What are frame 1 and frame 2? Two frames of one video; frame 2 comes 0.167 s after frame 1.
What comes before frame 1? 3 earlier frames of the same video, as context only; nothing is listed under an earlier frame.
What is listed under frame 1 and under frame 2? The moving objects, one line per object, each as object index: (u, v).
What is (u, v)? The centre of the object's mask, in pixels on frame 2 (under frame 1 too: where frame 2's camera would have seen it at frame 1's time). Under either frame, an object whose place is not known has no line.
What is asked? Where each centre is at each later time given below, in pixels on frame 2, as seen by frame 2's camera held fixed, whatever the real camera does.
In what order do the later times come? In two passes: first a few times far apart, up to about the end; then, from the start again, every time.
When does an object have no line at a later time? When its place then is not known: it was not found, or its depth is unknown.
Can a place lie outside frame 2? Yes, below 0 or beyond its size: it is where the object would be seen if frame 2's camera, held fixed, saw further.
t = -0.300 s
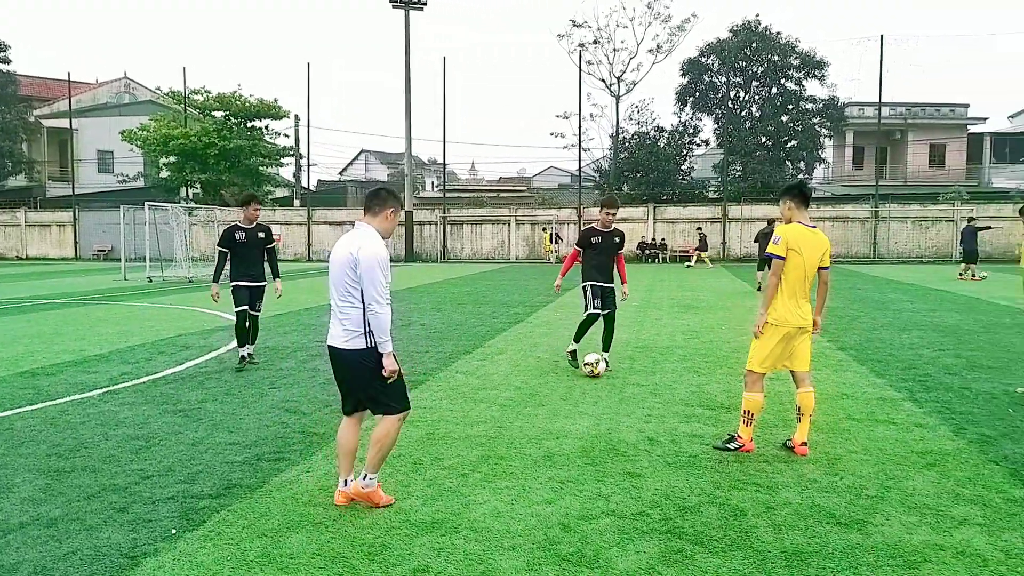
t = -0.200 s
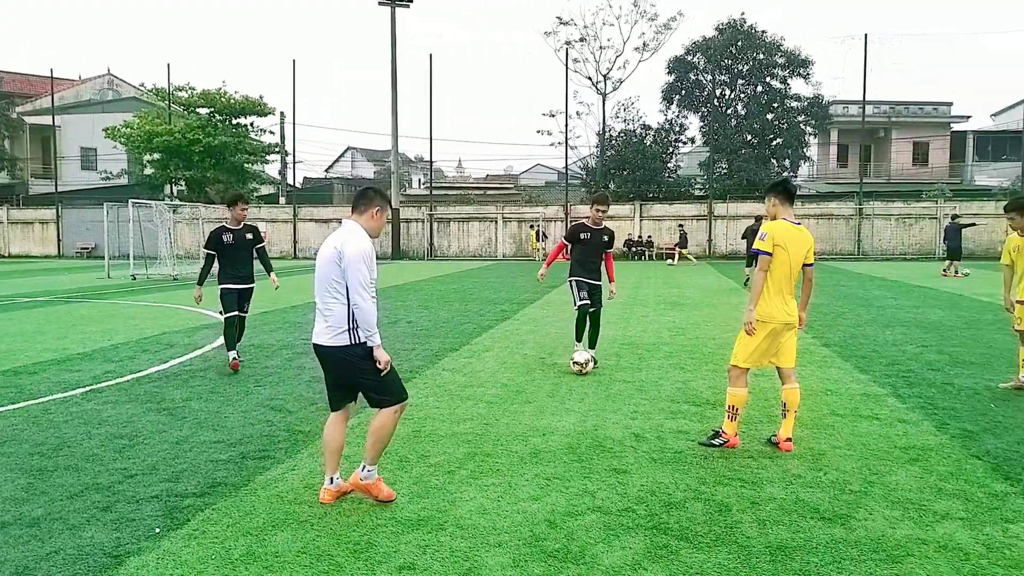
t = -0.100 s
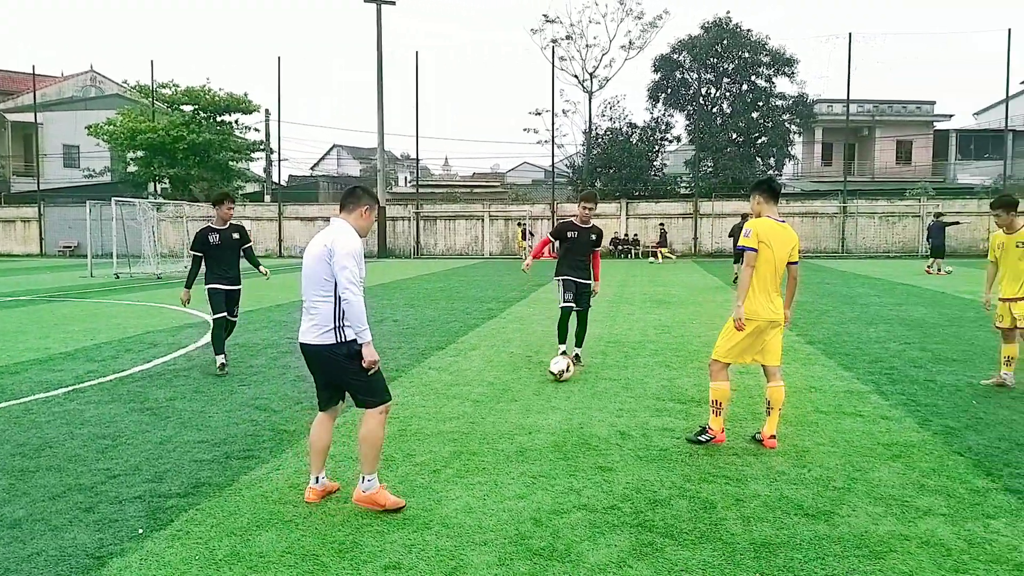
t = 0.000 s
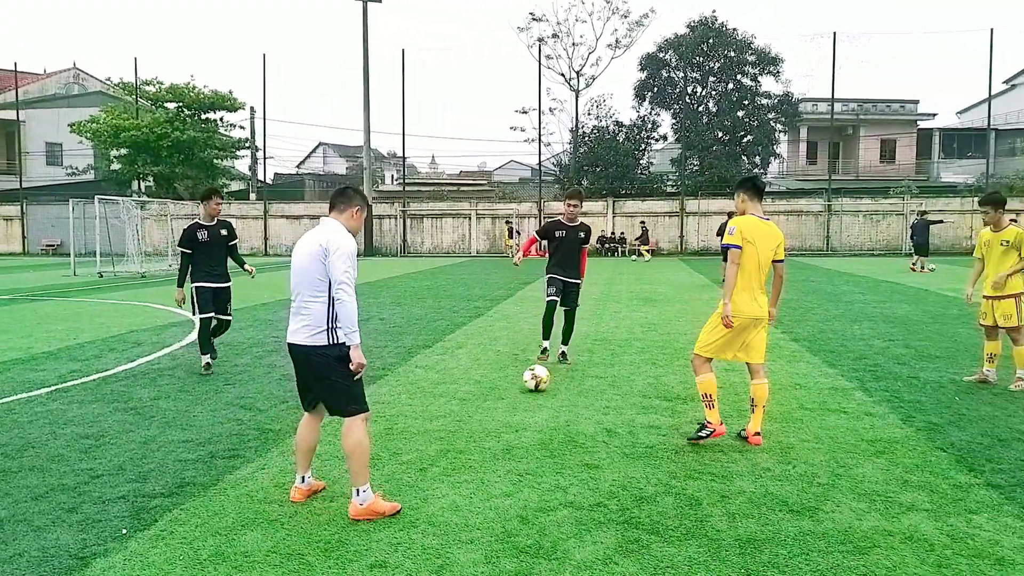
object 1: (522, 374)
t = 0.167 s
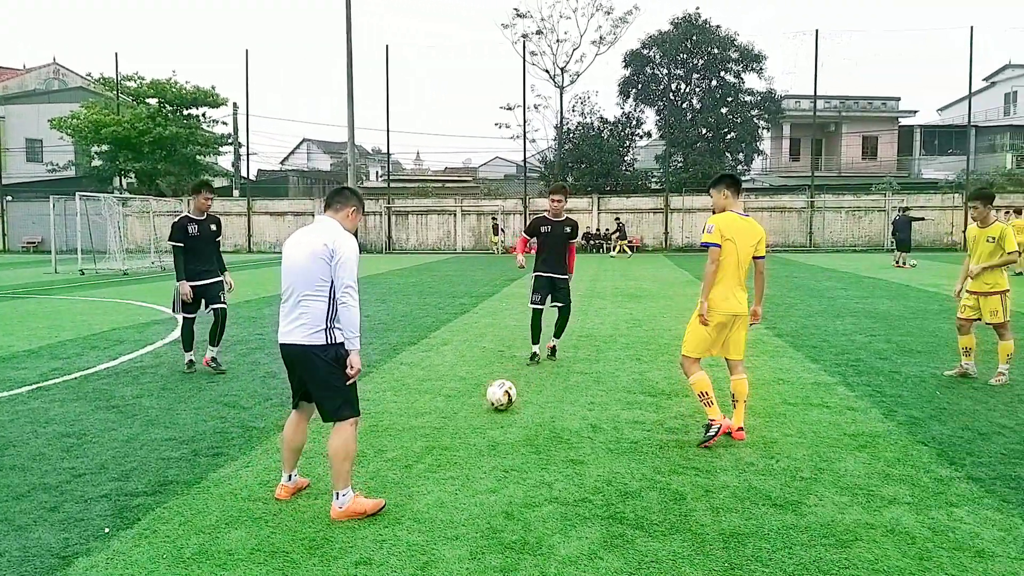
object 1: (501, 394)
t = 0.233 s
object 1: (492, 403)
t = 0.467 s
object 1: (458, 433)
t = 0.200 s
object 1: (496, 400)
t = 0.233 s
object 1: (492, 403)
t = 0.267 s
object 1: (487, 406)
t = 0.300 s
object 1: (483, 412)
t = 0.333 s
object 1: (478, 417)
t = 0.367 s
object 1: (474, 421)
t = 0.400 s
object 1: (468, 426)
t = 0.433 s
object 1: (463, 429)
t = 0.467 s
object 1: (458, 433)
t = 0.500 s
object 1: (452, 439)
